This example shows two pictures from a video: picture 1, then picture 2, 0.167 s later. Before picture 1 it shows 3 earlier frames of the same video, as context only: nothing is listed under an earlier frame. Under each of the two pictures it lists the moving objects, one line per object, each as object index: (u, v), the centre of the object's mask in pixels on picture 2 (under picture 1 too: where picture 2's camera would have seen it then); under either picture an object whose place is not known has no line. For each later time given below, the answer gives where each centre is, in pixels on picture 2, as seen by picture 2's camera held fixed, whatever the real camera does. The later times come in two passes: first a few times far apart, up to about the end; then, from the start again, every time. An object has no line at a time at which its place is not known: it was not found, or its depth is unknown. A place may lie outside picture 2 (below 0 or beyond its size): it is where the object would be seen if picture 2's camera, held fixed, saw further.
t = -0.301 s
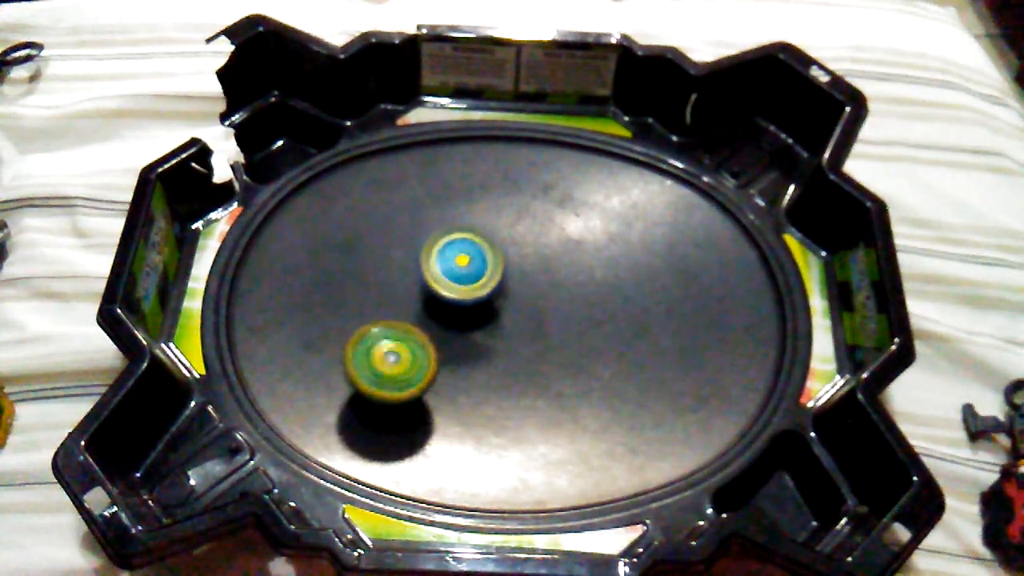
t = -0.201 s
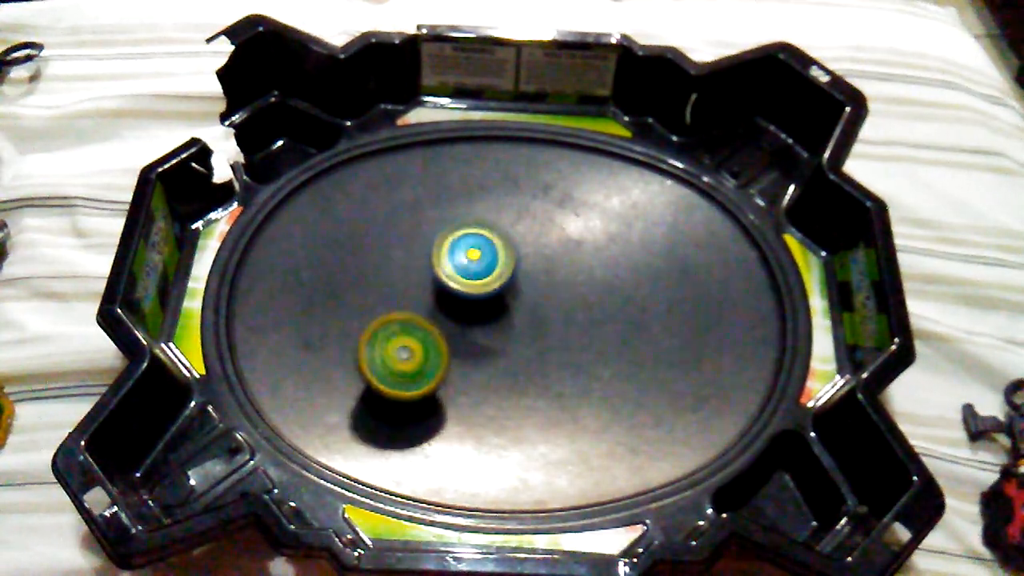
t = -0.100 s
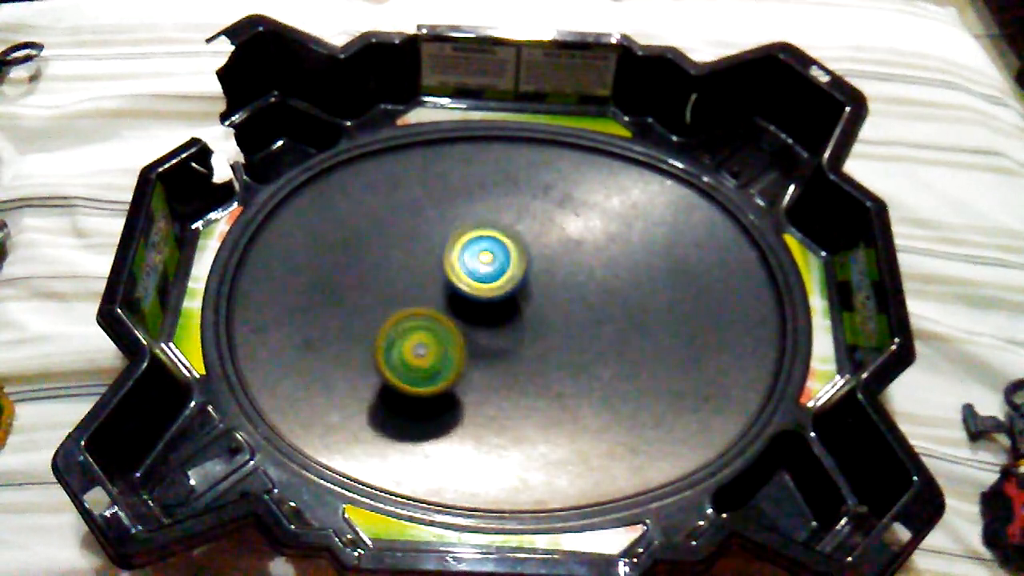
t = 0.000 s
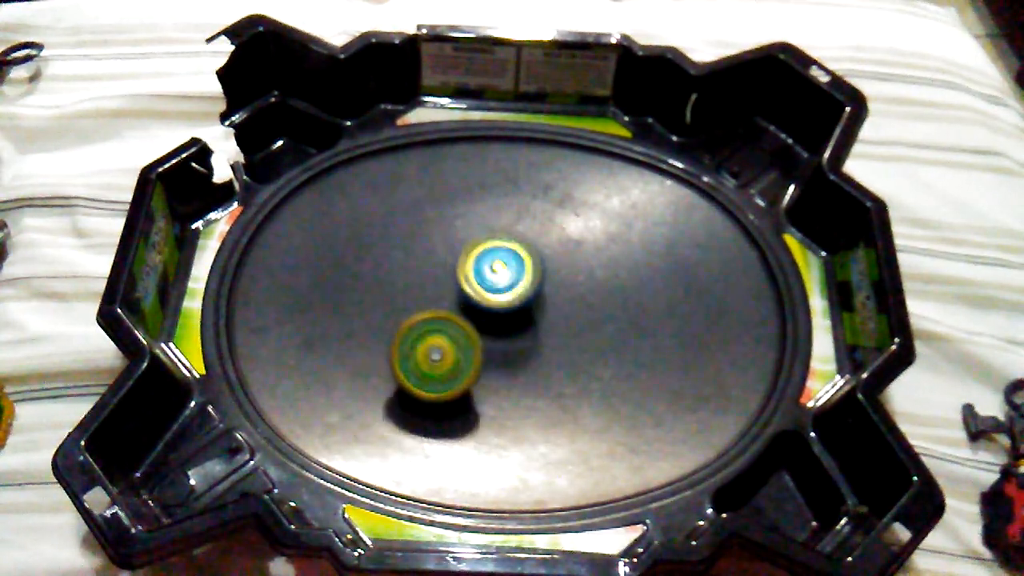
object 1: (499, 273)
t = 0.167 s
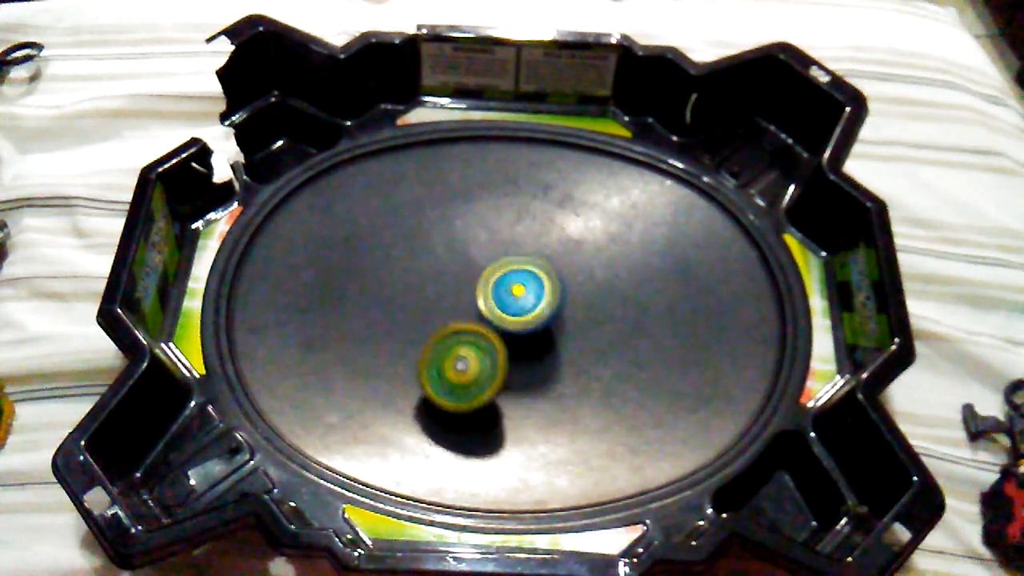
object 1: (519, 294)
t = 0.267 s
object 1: (530, 309)
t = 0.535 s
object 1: (573, 328)
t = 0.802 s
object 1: (546, 343)
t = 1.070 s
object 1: (514, 361)
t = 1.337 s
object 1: (471, 342)
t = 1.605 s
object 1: (448, 319)
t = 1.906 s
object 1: (457, 306)
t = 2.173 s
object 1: (468, 303)
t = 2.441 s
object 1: (474, 303)
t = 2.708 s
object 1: (470, 306)
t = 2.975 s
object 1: (474, 307)
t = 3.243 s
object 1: (468, 302)
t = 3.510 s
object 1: (471, 303)
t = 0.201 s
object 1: (522, 300)
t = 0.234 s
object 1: (525, 305)
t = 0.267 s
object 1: (530, 309)
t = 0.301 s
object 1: (543, 308)
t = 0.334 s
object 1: (554, 309)
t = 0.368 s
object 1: (563, 312)
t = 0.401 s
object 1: (566, 314)
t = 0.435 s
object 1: (569, 317)
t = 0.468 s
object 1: (571, 320)
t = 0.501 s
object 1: (573, 324)
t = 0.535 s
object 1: (573, 328)
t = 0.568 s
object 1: (573, 331)
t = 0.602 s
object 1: (571, 334)
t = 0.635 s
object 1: (570, 336)
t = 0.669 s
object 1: (565, 339)
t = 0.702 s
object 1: (561, 340)
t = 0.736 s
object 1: (556, 342)
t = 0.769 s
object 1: (552, 342)
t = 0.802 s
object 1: (546, 343)
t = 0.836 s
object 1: (540, 344)
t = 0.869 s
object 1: (536, 349)
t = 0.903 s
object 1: (533, 353)
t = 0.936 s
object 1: (530, 356)
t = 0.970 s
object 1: (527, 358)
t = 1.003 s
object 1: (523, 360)
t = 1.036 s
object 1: (519, 360)
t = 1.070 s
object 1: (514, 361)
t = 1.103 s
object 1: (510, 360)
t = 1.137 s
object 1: (506, 360)
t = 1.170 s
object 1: (501, 357)
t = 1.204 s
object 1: (497, 354)
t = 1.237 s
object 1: (493, 351)
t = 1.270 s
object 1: (489, 347)
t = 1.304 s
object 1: (480, 345)
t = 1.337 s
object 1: (471, 342)
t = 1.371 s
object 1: (464, 339)
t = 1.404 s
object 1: (462, 337)
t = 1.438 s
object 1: (459, 334)
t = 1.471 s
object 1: (454, 330)
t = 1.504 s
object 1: (451, 326)
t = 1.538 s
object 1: (449, 323)
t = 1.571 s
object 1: (449, 322)
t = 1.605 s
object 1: (448, 319)
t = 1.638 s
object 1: (447, 314)
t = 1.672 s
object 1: (444, 311)
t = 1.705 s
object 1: (445, 310)
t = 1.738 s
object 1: (449, 309)
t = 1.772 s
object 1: (449, 310)
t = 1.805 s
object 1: (451, 311)
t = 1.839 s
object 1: (454, 312)
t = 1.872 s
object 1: (454, 311)
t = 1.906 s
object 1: (457, 306)
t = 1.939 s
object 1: (457, 301)
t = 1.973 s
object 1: (459, 301)
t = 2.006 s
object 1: (460, 298)
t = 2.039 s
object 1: (460, 298)
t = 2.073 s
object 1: (463, 297)
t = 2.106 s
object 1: (465, 300)
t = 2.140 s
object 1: (467, 298)
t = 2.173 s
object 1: (468, 303)
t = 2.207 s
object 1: (470, 301)
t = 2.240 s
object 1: (470, 300)
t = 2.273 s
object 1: (472, 299)
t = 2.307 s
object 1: (472, 299)
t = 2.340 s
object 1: (474, 298)
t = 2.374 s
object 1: (473, 300)
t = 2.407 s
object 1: (475, 301)
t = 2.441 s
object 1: (474, 303)
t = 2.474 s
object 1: (473, 305)
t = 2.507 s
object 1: (474, 305)
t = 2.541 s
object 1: (471, 304)
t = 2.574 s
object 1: (471, 303)
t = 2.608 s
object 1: (471, 305)
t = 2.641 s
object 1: (468, 305)
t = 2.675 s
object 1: (470, 303)
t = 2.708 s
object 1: (470, 306)
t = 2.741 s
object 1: (468, 305)
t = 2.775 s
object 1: (470, 305)
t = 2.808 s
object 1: (472, 307)
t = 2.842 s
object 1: (472, 310)
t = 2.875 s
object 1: (472, 307)
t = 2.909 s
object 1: (475, 306)
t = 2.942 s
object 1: (475, 308)
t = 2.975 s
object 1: (474, 307)
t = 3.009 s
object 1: (473, 305)
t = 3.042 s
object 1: (470, 301)
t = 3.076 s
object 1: (469, 299)
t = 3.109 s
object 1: (467, 298)
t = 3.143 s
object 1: (466, 298)
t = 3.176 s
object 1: (466, 299)
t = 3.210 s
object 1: (466, 300)
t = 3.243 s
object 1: (468, 302)
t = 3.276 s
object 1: (471, 304)
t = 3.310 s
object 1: (472, 305)
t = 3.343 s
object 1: (472, 305)
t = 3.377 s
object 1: (472, 305)
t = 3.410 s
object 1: (472, 305)
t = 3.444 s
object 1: (471, 303)
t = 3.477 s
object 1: (471, 303)
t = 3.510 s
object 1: (471, 303)
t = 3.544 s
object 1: (472, 304)
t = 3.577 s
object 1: (472, 304)
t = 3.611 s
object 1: (472, 304)
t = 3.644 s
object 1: (471, 303)
